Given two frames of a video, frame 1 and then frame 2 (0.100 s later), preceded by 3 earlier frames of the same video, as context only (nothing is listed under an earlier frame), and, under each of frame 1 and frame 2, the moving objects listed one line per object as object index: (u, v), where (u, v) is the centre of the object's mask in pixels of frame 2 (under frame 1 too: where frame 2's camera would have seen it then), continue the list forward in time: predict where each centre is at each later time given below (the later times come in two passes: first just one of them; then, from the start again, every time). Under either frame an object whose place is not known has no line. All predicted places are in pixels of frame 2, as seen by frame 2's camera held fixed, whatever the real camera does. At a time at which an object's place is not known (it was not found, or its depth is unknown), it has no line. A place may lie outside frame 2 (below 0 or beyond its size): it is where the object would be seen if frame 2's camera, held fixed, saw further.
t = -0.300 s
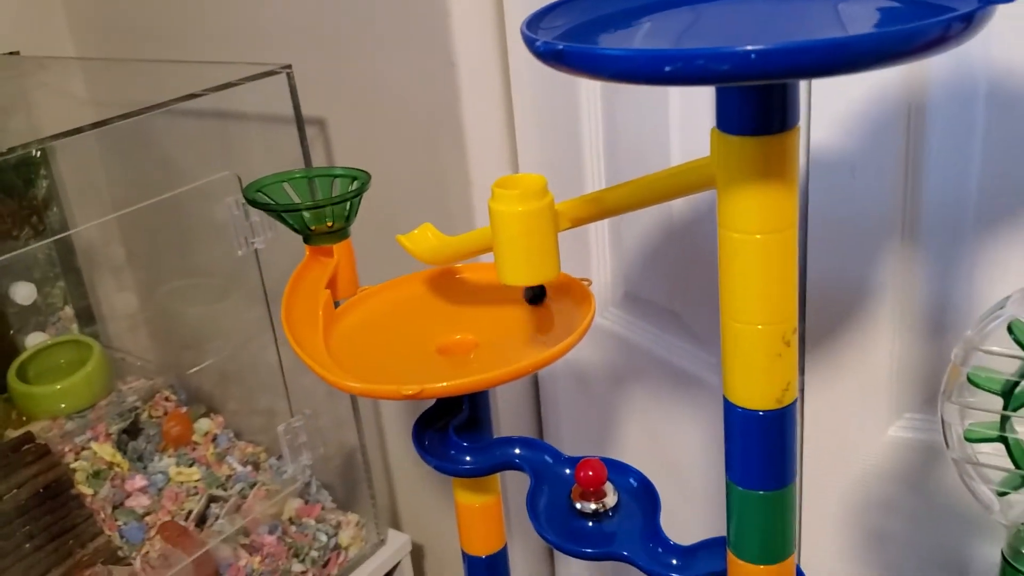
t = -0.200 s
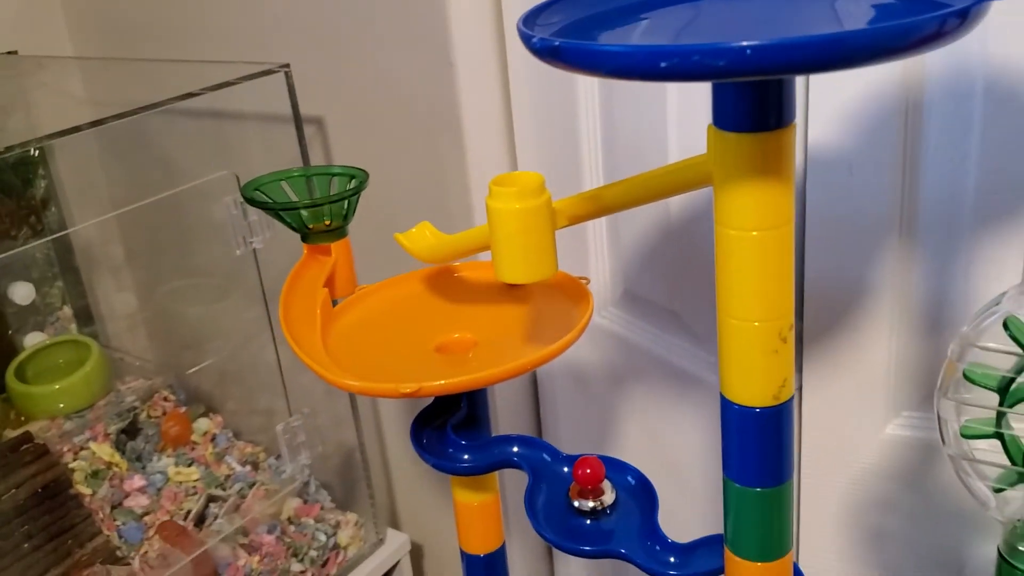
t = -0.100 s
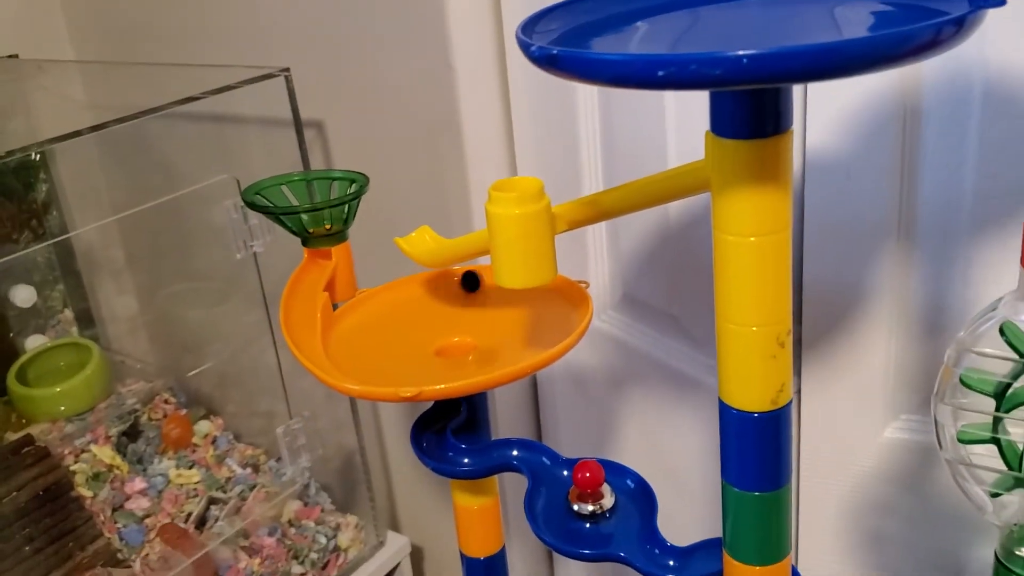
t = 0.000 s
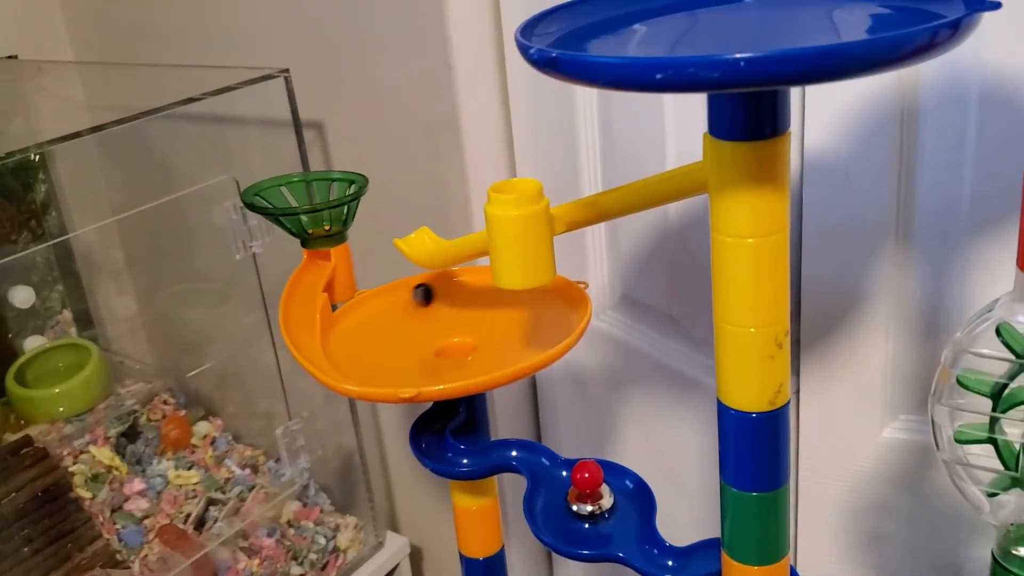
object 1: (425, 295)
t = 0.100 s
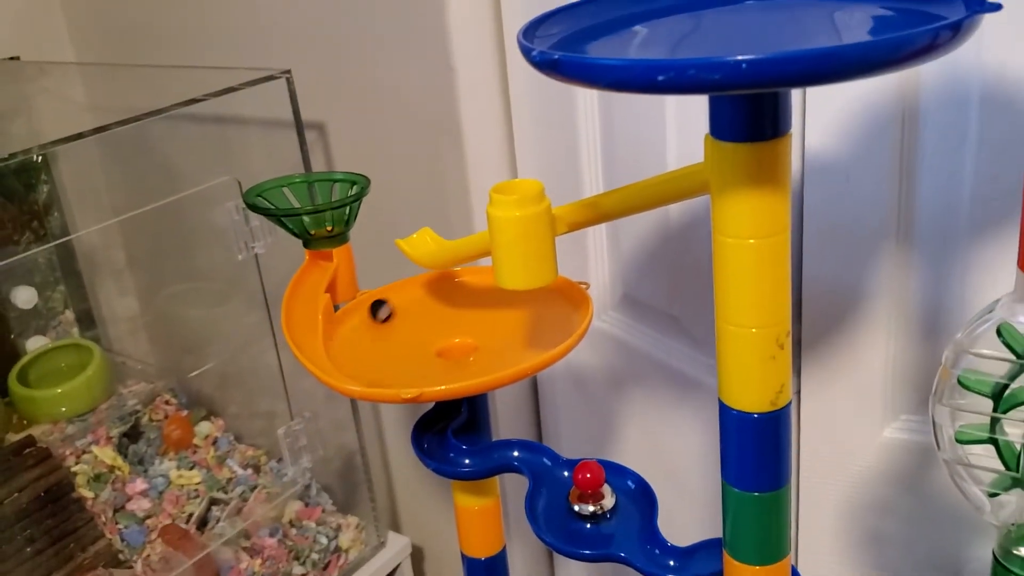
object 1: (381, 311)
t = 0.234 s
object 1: (342, 335)
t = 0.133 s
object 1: (368, 317)
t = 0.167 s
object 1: (357, 322)
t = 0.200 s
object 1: (348, 329)
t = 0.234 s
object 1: (342, 335)
